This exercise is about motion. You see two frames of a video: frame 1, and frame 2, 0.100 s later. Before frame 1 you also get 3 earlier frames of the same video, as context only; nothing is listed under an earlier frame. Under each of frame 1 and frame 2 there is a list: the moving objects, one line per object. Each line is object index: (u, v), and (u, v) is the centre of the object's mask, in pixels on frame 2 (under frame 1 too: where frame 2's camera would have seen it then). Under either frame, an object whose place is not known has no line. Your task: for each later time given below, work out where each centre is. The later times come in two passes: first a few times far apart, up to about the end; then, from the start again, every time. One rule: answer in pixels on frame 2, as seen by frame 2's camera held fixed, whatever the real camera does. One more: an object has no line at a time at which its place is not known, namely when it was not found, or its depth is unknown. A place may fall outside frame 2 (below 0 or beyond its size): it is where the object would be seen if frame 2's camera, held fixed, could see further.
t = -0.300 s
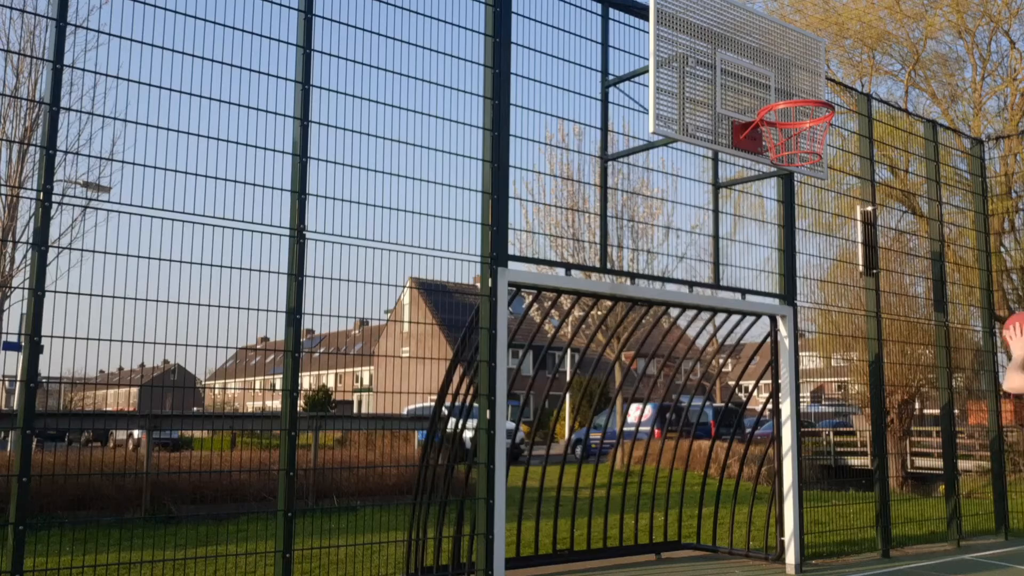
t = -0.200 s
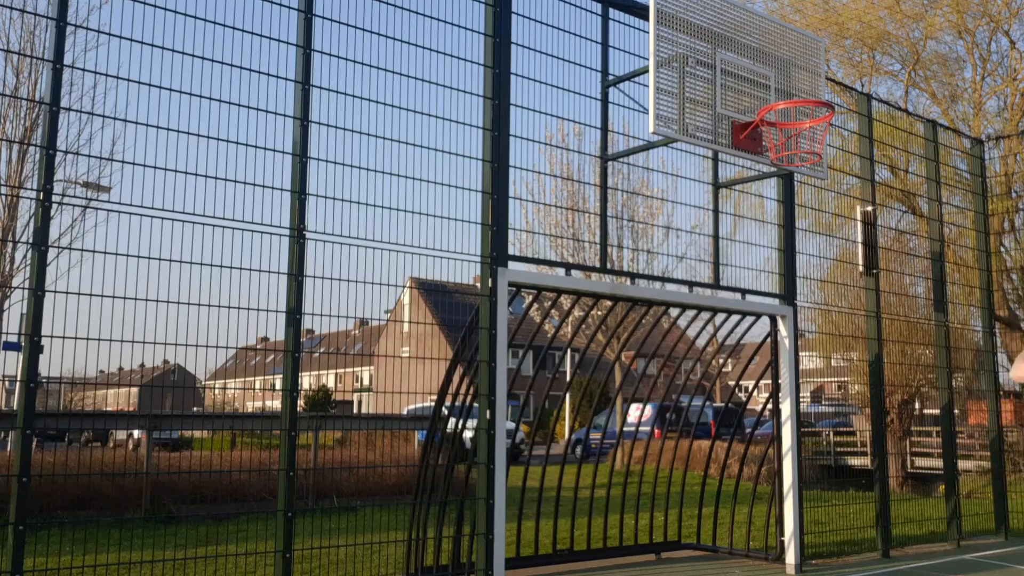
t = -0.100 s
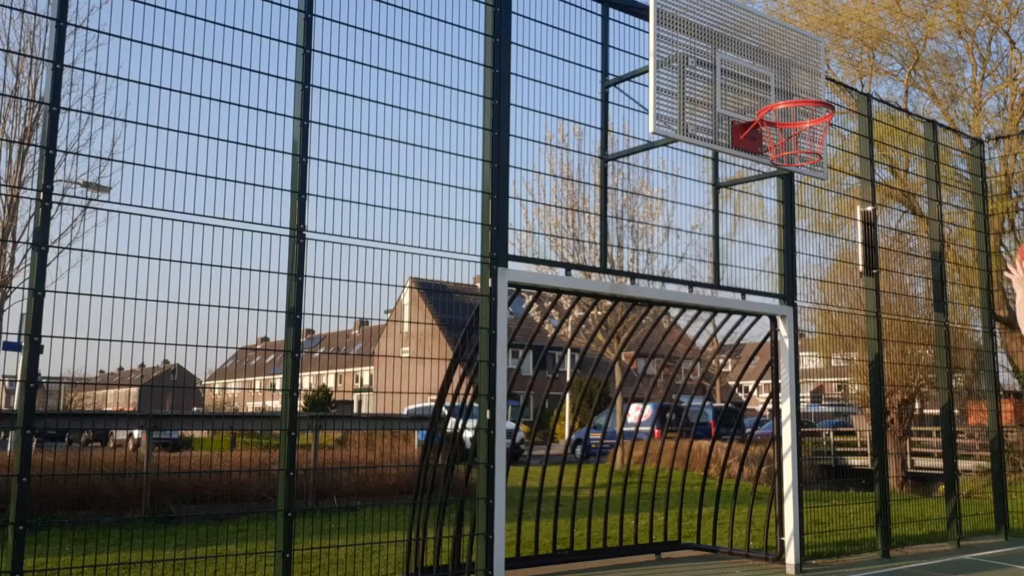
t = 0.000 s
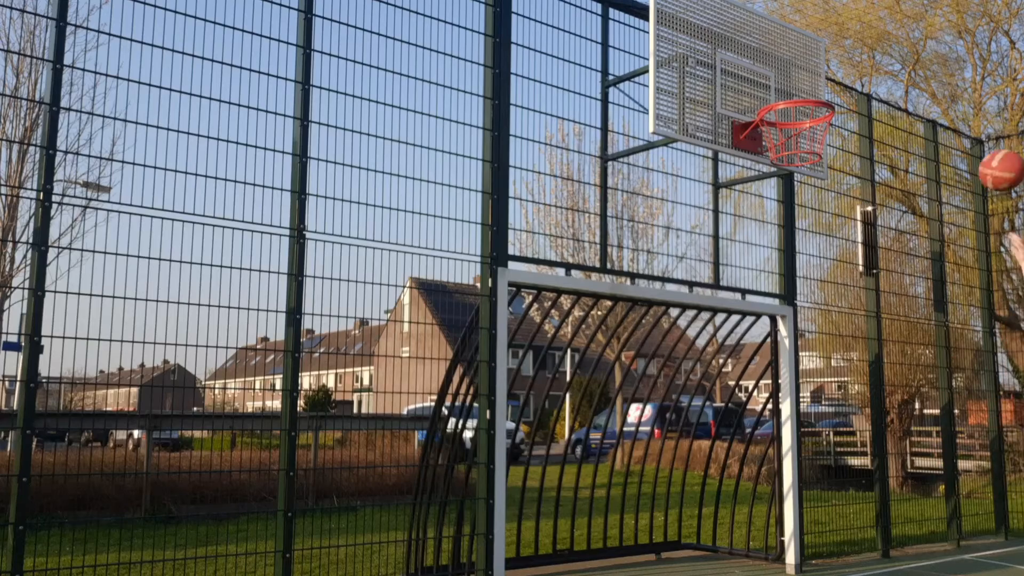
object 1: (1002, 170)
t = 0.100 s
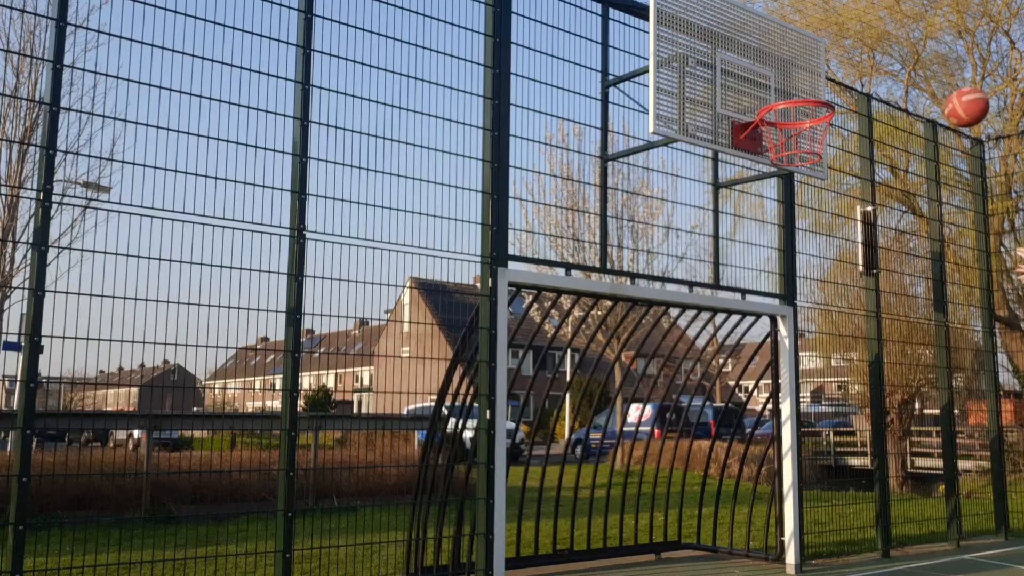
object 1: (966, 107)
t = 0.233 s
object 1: (925, 55)
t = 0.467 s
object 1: (864, 37)
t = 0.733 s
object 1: (811, 101)
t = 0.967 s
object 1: (790, 75)
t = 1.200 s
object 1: (791, 110)
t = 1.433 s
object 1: (815, 124)
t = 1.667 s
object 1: (856, 197)
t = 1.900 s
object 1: (900, 353)
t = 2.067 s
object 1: (937, 521)
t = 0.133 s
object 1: (956, 91)
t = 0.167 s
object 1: (945, 77)
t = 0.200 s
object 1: (935, 65)
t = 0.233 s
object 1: (925, 55)
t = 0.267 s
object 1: (916, 47)
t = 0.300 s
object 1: (906, 41)
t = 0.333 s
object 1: (898, 36)
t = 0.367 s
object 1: (889, 34)
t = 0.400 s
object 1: (880, 34)
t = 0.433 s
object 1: (872, 34)
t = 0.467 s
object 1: (864, 37)
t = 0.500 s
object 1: (856, 41)
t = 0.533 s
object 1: (849, 46)
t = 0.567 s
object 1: (842, 54)
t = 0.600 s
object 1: (835, 62)
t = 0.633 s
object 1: (828, 73)
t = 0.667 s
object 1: (822, 85)
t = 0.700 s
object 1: (816, 98)
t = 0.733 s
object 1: (811, 101)
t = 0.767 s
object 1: (807, 89)
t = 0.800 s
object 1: (804, 85)
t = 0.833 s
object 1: (801, 80)
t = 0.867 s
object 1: (798, 76)
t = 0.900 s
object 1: (795, 75)
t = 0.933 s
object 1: (793, 74)
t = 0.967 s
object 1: (790, 75)
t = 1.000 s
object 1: (788, 78)
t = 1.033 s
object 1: (785, 82)
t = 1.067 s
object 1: (782, 87)
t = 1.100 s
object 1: (783, 89)
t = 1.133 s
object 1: (786, 92)
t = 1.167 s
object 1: (788, 104)
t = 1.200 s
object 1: (791, 110)
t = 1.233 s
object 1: (791, 111)
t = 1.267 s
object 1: (792, 110)
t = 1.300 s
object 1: (794, 113)
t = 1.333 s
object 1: (798, 113)
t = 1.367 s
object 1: (803, 112)
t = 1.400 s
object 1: (808, 116)
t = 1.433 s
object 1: (815, 124)
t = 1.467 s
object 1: (821, 128)
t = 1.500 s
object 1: (826, 136)
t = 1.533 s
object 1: (832, 145)
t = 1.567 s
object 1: (838, 156)
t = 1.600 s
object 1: (844, 168)
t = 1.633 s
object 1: (850, 182)
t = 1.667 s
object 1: (856, 197)
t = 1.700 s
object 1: (862, 215)
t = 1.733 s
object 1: (869, 233)
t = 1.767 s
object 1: (874, 254)
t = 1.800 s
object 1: (881, 276)
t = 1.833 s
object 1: (888, 300)
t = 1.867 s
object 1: (894, 326)
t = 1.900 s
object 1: (900, 353)
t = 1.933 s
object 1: (907, 383)
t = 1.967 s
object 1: (914, 414)
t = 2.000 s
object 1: (921, 448)
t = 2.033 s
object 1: (929, 483)
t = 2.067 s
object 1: (937, 521)
